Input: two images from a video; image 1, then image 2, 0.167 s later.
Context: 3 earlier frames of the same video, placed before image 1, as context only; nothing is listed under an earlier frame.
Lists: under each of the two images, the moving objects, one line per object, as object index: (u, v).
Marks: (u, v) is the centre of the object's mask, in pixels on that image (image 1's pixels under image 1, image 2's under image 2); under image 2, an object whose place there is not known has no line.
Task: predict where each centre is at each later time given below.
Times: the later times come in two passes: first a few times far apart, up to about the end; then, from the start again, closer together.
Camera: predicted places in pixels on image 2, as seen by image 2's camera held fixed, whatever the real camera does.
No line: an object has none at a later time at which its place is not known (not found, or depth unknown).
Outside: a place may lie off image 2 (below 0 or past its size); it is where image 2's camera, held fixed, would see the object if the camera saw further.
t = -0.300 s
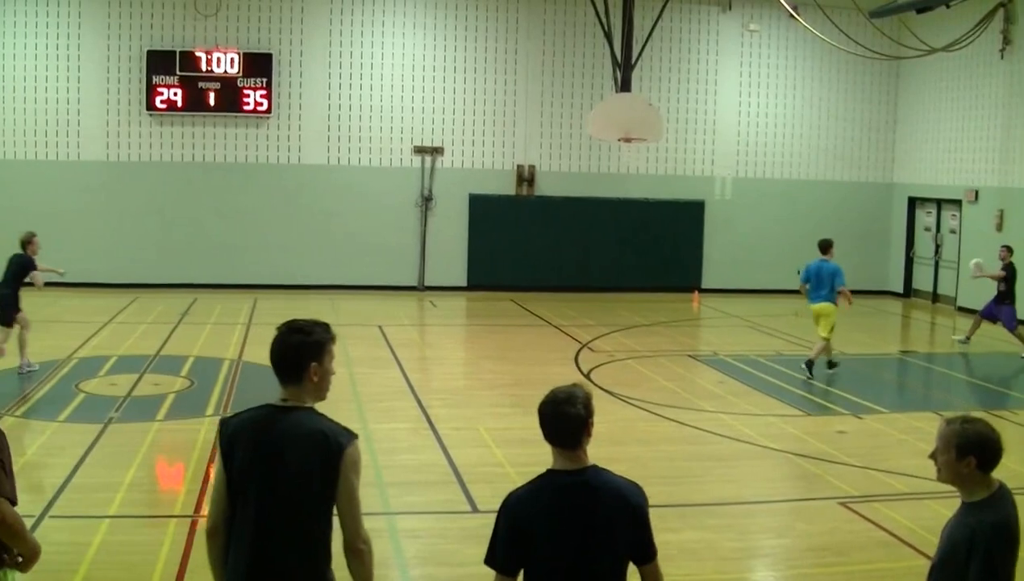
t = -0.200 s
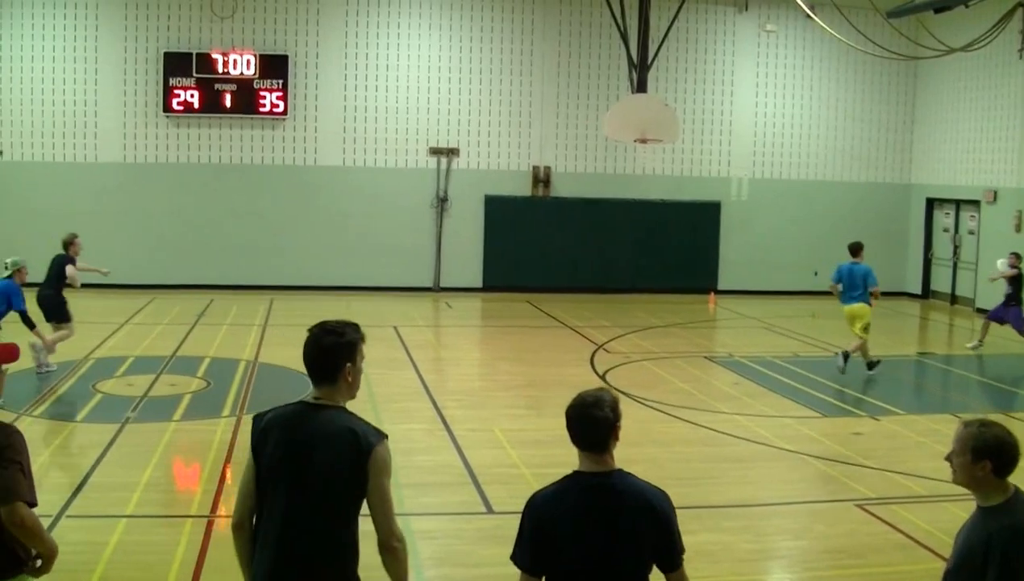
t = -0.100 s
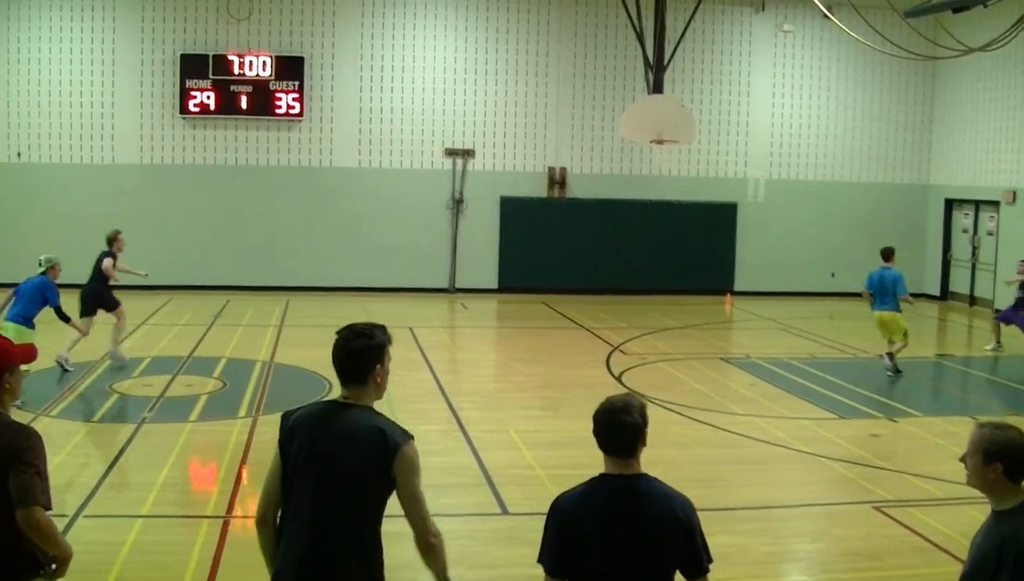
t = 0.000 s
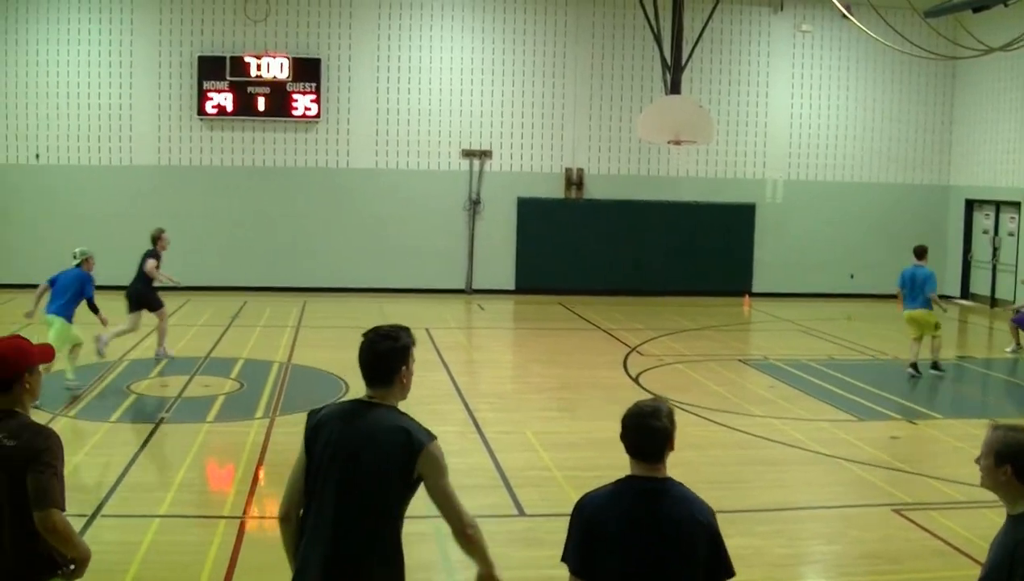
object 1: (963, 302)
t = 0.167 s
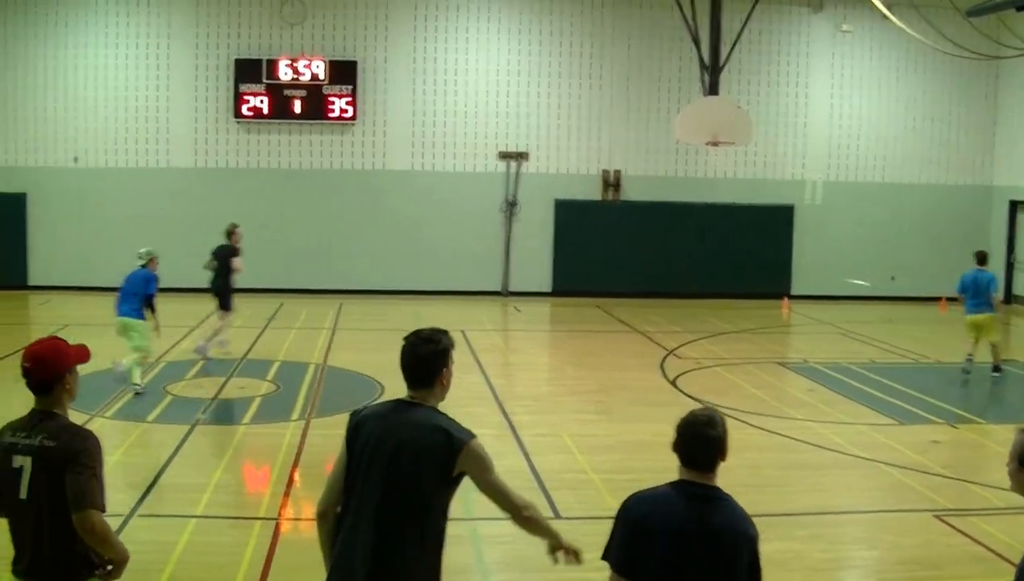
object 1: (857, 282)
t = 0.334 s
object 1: (720, 262)
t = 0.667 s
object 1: (469, 236)
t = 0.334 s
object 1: (720, 262)
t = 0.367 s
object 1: (693, 258)
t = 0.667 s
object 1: (469, 236)
